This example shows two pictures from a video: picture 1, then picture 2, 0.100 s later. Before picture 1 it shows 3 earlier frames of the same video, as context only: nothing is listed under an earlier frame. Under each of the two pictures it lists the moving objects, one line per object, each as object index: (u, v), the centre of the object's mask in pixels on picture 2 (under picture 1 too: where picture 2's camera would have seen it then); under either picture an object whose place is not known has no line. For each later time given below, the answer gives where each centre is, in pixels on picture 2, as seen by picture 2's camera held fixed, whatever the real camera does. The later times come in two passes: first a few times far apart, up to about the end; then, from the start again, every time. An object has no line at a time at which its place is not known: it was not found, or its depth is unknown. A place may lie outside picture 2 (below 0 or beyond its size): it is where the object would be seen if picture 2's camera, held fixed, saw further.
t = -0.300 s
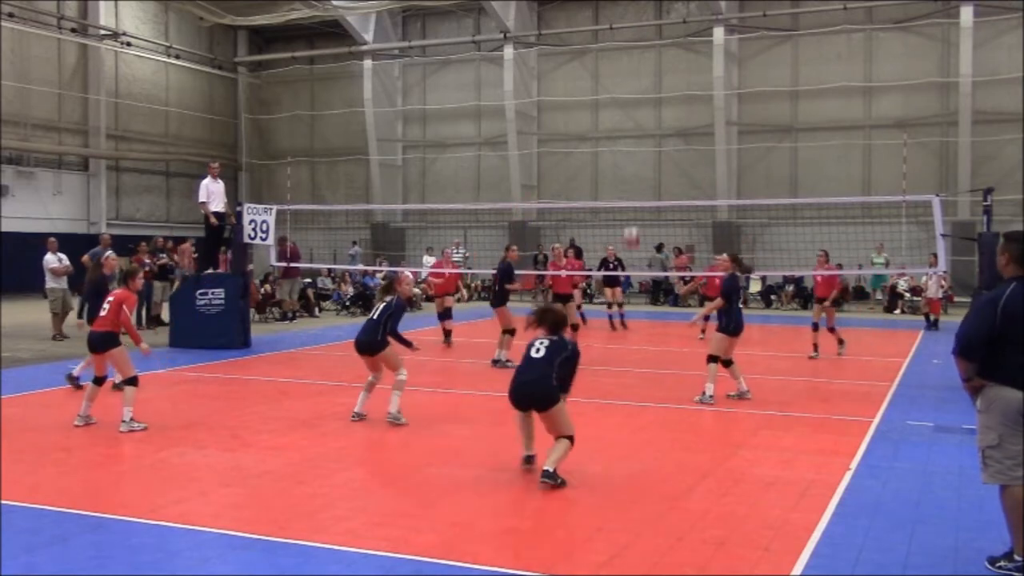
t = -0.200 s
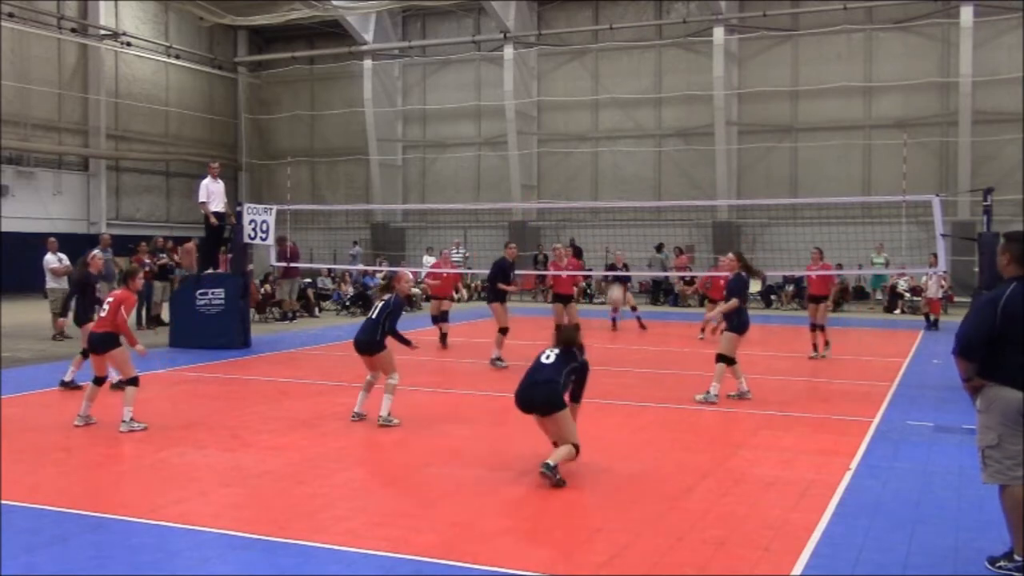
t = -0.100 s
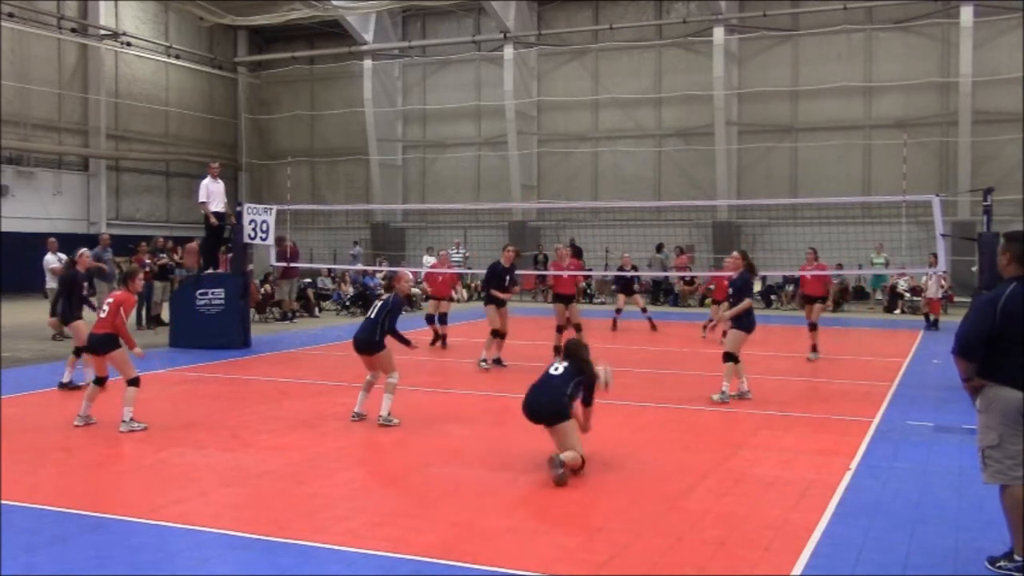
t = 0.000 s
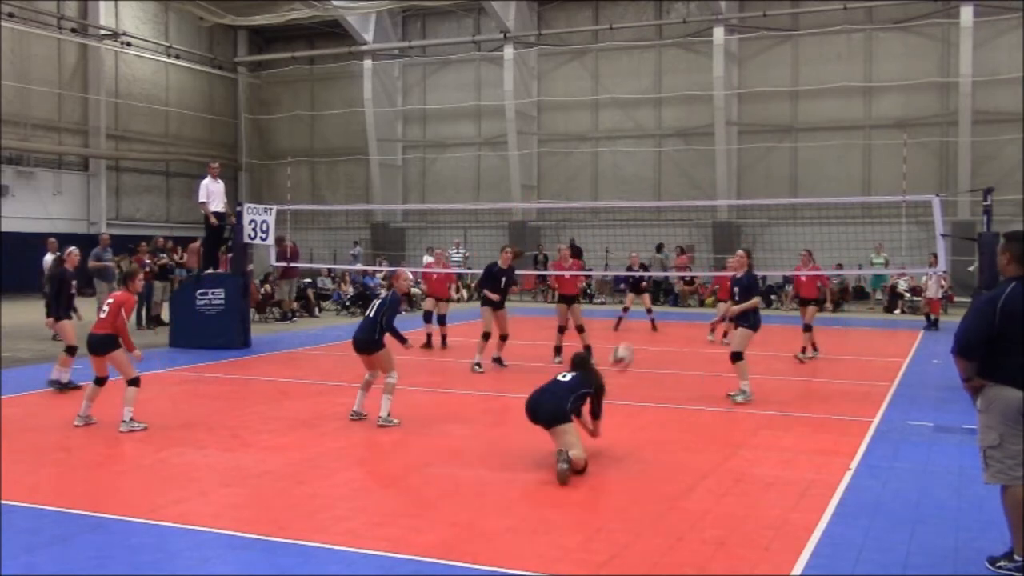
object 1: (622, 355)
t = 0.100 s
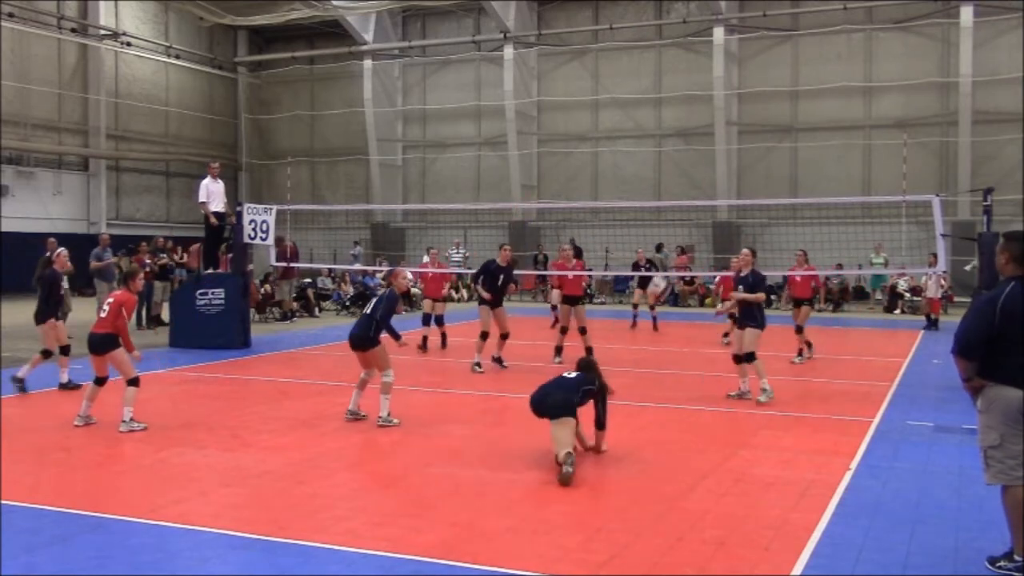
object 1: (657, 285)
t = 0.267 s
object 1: (712, 206)
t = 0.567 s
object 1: (790, 141)
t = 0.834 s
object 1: (843, 150)
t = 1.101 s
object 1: (887, 205)
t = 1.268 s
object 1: (908, 258)
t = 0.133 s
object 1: (671, 268)
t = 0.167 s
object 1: (683, 249)
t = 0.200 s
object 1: (694, 231)
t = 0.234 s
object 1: (702, 218)
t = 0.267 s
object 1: (712, 206)
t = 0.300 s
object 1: (723, 194)
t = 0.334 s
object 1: (733, 184)
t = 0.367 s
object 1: (742, 174)
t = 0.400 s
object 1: (750, 166)
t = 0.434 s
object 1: (758, 159)
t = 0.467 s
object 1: (766, 153)
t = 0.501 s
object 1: (775, 148)
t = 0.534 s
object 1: (783, 144)
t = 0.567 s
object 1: (790, 141)
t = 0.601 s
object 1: (797, 140)
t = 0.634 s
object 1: (804, 139)
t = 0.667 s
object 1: (811, 139)
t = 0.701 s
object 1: (818, 139)
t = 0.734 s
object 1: (824, 141)
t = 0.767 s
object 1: (830, 144)
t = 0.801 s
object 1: (837, 146)
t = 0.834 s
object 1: (843, 150)
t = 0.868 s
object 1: (849, 155)
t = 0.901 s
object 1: (853, 160)
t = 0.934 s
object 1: (860, 166)
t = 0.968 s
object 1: (865, 173)
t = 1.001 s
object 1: (870, 180)
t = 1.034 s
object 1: (876, 187)
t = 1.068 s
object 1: (880, 192)
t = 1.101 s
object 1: (887, 205)
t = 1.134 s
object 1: (890, 214)
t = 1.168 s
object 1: (894, 224)
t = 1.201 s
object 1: (899, 235)
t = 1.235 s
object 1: (903, 245)
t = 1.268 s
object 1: (908, 258)
